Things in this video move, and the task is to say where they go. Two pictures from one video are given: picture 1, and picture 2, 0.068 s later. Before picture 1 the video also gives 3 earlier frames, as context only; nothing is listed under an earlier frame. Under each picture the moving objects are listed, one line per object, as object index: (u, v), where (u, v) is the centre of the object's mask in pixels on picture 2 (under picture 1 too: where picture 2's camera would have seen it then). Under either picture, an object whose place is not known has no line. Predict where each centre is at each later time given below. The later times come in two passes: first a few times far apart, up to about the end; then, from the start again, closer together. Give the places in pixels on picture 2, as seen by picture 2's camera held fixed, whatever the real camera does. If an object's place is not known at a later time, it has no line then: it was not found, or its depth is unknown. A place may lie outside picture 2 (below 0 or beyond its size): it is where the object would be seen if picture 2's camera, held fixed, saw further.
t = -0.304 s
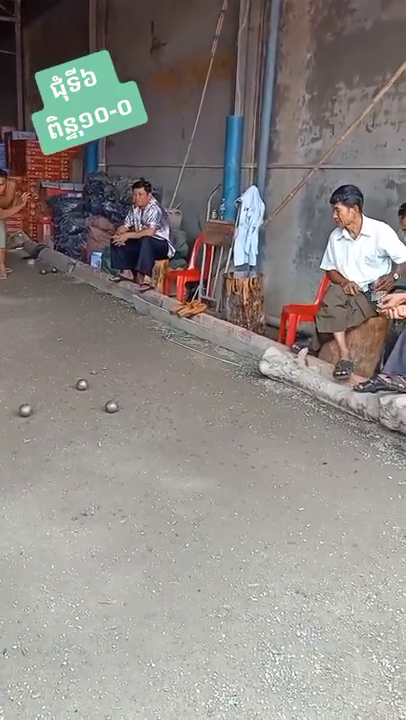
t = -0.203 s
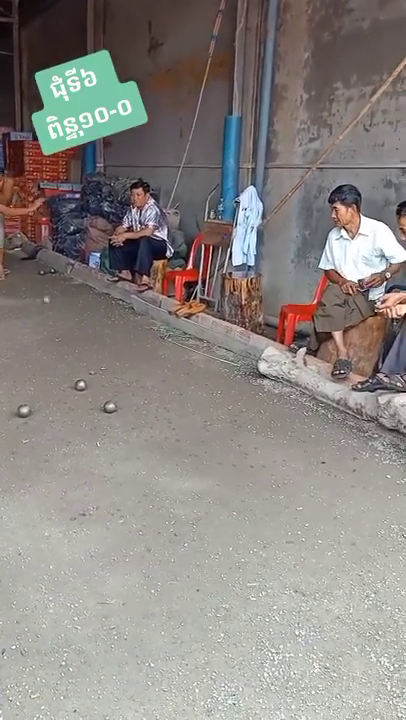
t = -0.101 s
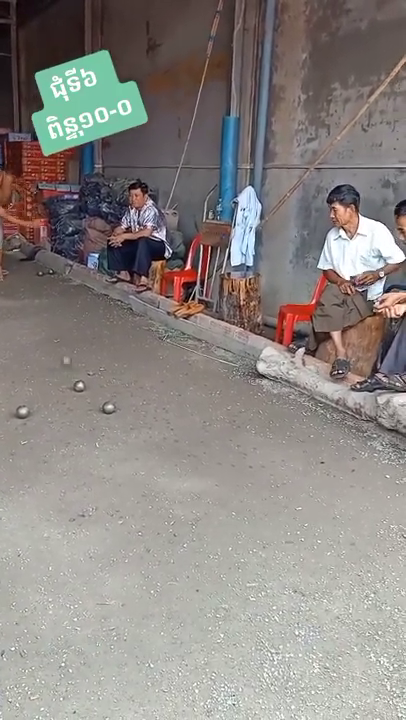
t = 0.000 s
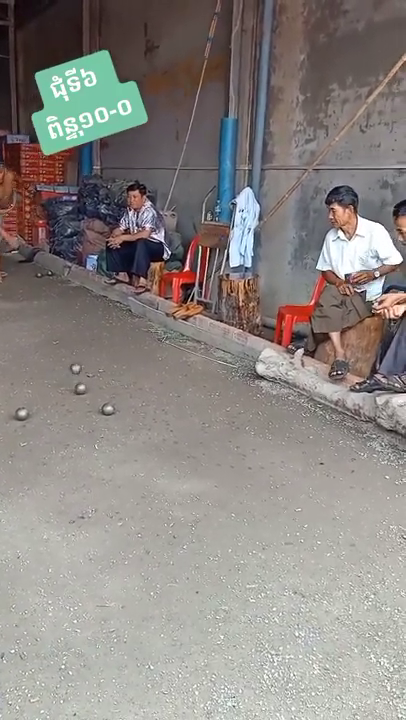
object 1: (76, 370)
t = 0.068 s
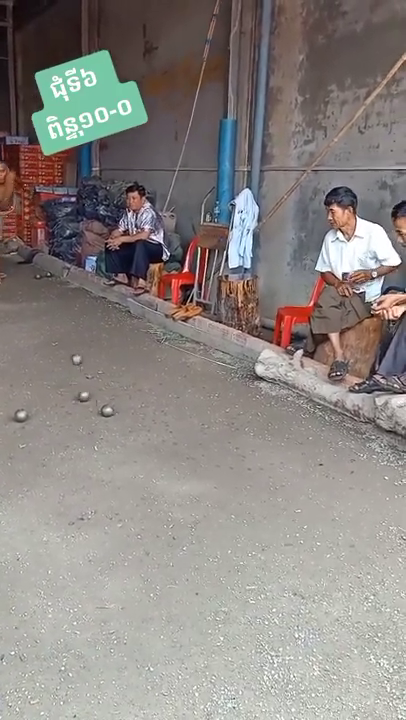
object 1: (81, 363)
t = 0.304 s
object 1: (84, 383)
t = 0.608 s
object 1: (102, 504)
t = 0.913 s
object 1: (128, 620)
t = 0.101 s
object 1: (82, 362)
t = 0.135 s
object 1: (82, 361)
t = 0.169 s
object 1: (81, 359)
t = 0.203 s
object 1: (80, 361)
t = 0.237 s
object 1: (81, 366)
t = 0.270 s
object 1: (83, 373)
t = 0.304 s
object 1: (84, 383)
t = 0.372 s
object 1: (87, 412)
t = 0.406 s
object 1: (88, 431)
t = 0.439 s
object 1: (90, 452)
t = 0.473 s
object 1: (92, 467)
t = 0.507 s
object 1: (94, 474)
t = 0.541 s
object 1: (97, 483)
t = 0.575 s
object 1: (99, 494)
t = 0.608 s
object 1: (102, 504)
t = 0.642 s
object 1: (104, 515)
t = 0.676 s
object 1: (107, 522)
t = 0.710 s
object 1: (109, 529)
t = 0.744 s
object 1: (111, 541)
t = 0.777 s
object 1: (113, 555)
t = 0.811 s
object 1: (115, 574)
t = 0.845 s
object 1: (119, 590)
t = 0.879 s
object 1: (123, 606)
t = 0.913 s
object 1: (128, 620)
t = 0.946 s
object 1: (134, 639)
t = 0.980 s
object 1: (139, 658)
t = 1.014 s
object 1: (146, 680)
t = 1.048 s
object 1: (153, 696)
